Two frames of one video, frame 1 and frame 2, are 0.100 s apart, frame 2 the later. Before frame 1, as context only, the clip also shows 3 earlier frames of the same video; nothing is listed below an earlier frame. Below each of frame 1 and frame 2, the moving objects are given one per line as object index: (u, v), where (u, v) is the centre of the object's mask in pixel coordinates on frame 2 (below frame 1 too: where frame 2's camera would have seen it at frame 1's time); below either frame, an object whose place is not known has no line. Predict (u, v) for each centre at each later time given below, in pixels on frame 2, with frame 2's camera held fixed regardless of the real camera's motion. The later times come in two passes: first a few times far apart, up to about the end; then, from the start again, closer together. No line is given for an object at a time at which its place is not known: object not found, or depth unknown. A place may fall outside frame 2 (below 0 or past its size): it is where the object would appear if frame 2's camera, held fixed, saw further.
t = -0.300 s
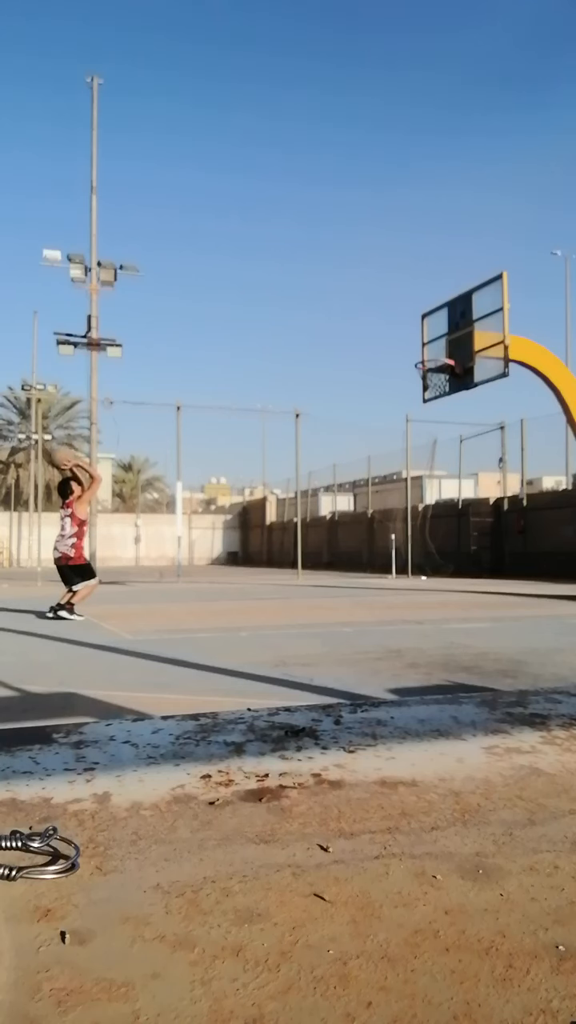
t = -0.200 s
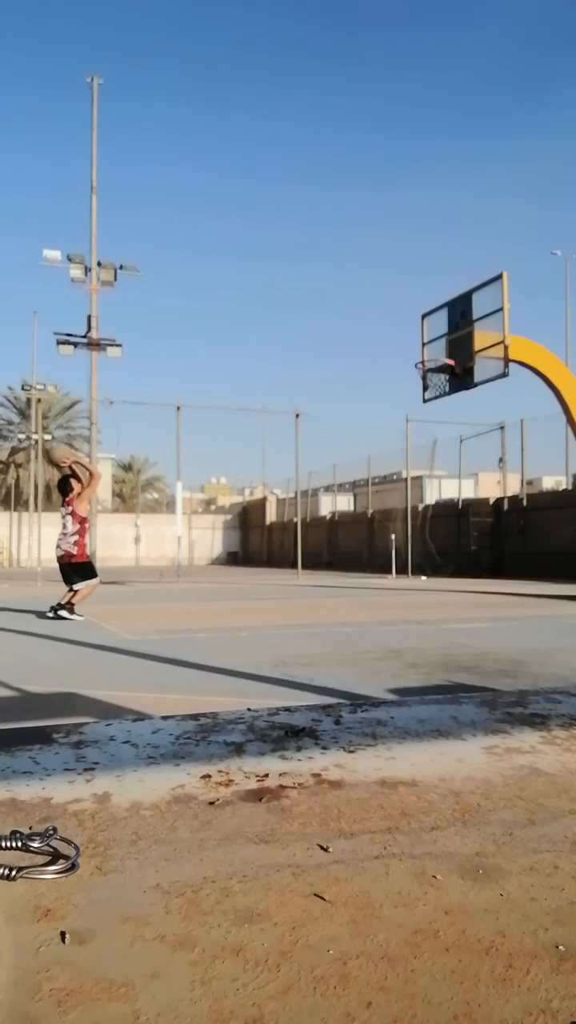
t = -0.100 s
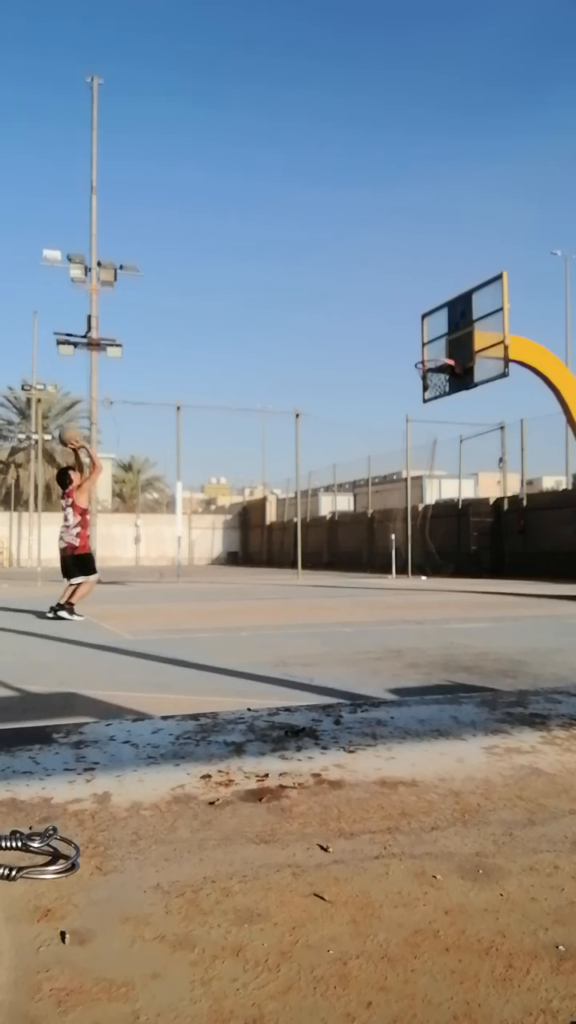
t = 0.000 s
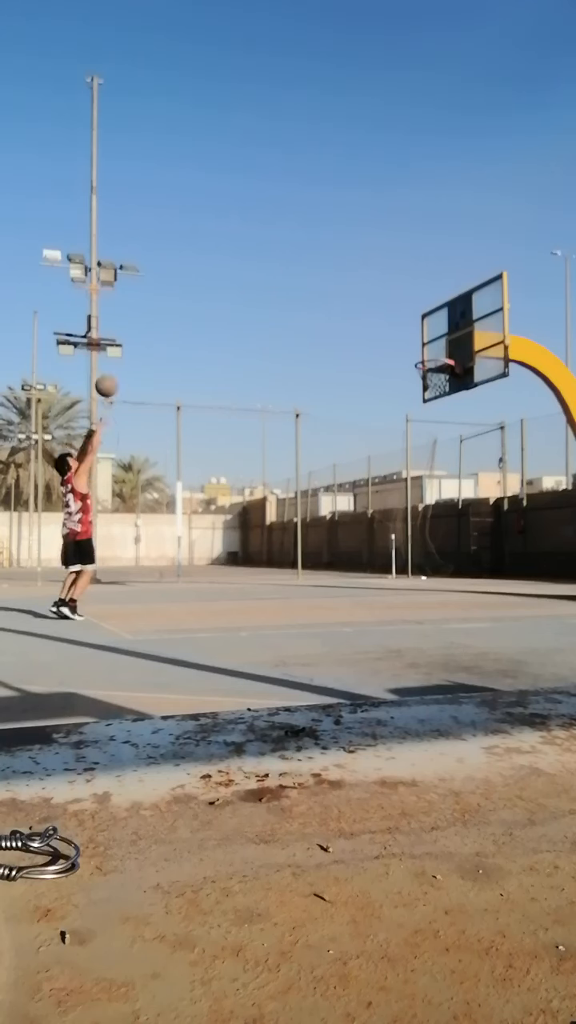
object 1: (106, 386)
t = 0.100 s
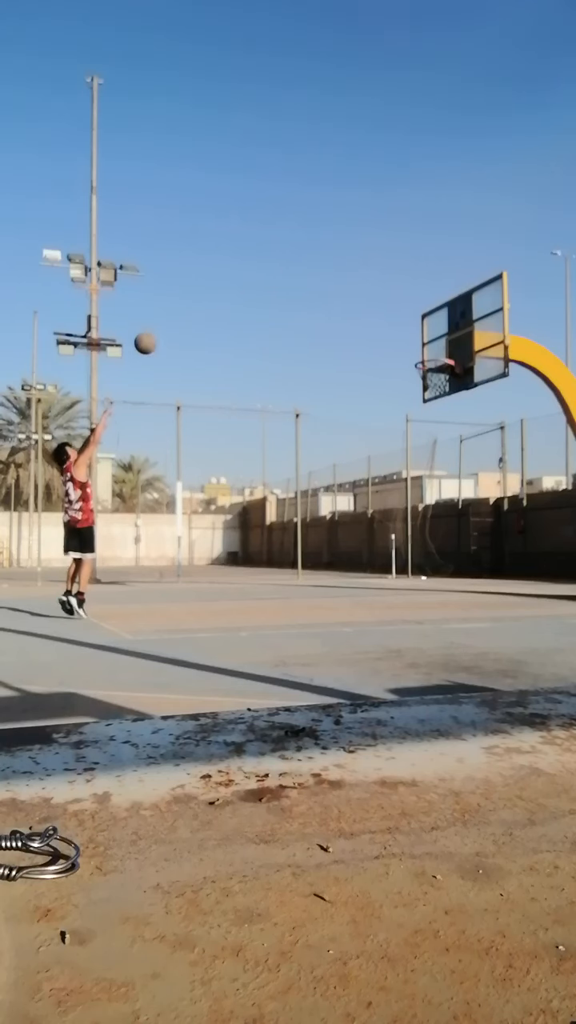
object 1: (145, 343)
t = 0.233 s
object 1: (194, 302)
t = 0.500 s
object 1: (286, 273)
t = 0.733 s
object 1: (358, 297)
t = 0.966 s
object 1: (419, 351)
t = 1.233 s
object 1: (409, 320)
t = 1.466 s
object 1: (398, 347)
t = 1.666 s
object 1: (389, 409)
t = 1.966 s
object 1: (378, 581)
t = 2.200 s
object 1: (376, 503)
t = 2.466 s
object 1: (375, 417)
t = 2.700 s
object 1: (375, 397)
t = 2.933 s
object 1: (376, 432)
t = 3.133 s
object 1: (377, 507)
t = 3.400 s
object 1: (379, 570)
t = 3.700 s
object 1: (378, 474)
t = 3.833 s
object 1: (380, 462)
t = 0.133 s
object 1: (157, 331)
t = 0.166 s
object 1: (170, 320)
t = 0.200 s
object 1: (182, 311)
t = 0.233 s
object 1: (194, 302)
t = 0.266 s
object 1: (206, 295)
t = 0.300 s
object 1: (218, 289)
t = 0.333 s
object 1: (229, 284)
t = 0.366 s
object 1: (241, 280)
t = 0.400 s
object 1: (252, 276)
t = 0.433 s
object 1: (263, 274)
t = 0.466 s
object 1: (275, 273)
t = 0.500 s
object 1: (286, 273)
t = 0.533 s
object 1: (296, 274)
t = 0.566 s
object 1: (307, 275)
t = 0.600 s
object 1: (317, 278)
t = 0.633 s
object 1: (328, 281)
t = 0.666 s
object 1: (338, 286)
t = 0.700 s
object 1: (348, 291)
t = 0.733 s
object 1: (358, 297)
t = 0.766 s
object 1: (368, 304)
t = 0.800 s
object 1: (378, 311)
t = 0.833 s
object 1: (388, 319)
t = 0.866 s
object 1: (397, 328)
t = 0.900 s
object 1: (407, 339)
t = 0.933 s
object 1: (416, 349)
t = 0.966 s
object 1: (419, 351)
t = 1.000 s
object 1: (418, 344)
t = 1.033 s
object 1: (416, 338)
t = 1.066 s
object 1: (415, 333)
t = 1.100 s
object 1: (414, 329)
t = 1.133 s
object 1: (413, 325)
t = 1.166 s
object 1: (412, 323)
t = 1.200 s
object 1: (411, 321)
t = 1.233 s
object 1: (409, 320)
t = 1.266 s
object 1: (407, 320)
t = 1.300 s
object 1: (406, 321)
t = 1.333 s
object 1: (405, 323)
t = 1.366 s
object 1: (403, 326)
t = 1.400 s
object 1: (402, 329)
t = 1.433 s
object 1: (400, 334)
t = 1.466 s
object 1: (398, 347)
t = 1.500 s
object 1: (396, 355)
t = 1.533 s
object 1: (395, 364)
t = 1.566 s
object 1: (393, 373)
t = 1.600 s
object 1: (392, 384)
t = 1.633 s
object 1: (390, 396)
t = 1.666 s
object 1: (389, 409)
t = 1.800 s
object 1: (384, 473)
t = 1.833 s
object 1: (383, 492)
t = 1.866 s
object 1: (383, 512)
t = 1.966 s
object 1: (378, 581)
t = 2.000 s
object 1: (376, 607)
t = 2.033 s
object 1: (377, 591)
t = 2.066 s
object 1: (377, 571)
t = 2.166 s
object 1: (378, 518)
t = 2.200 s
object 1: (376, 503)
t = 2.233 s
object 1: (376, 488)
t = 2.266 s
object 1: (375, 475)
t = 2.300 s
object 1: (375, 463)
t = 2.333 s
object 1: (375, 452)
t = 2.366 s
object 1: (375, 441)
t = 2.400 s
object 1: (375, 432)
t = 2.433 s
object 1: (375, 424)
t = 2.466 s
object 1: (375, 417)
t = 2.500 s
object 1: (375, 411)
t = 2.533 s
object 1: (375, 406)
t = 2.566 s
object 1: (375, 402)
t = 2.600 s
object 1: (375, 399)
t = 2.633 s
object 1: (375, 397)
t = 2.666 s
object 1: (375, 397)
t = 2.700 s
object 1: (375, 397)
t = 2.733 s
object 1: (375, 399)
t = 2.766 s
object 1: (375, 401)
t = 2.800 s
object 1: (375, 405)
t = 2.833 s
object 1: (375, 410)
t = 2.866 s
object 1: (375, 417)
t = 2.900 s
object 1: (375, 424)
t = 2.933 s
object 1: (376, 432)
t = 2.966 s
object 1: (375, 442)
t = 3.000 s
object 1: (376, 452)
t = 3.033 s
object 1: (376, 464)
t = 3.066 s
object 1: (376, 477)
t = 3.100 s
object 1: (376, 491)
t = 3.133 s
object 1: (377, 507)
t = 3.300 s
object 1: (377, 604)
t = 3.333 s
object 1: (377, 605)
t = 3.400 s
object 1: (379, 570)
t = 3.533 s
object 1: (379, 516)
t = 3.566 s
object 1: (378, 505)
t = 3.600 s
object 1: (378, 495)
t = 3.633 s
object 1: (378, 487)
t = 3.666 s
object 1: (378, 480)
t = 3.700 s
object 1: (378, 474)
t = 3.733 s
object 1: (379, 465)
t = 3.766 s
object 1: (379, 463)
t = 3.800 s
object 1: (379, 462)
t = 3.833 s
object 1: (380, 462)
